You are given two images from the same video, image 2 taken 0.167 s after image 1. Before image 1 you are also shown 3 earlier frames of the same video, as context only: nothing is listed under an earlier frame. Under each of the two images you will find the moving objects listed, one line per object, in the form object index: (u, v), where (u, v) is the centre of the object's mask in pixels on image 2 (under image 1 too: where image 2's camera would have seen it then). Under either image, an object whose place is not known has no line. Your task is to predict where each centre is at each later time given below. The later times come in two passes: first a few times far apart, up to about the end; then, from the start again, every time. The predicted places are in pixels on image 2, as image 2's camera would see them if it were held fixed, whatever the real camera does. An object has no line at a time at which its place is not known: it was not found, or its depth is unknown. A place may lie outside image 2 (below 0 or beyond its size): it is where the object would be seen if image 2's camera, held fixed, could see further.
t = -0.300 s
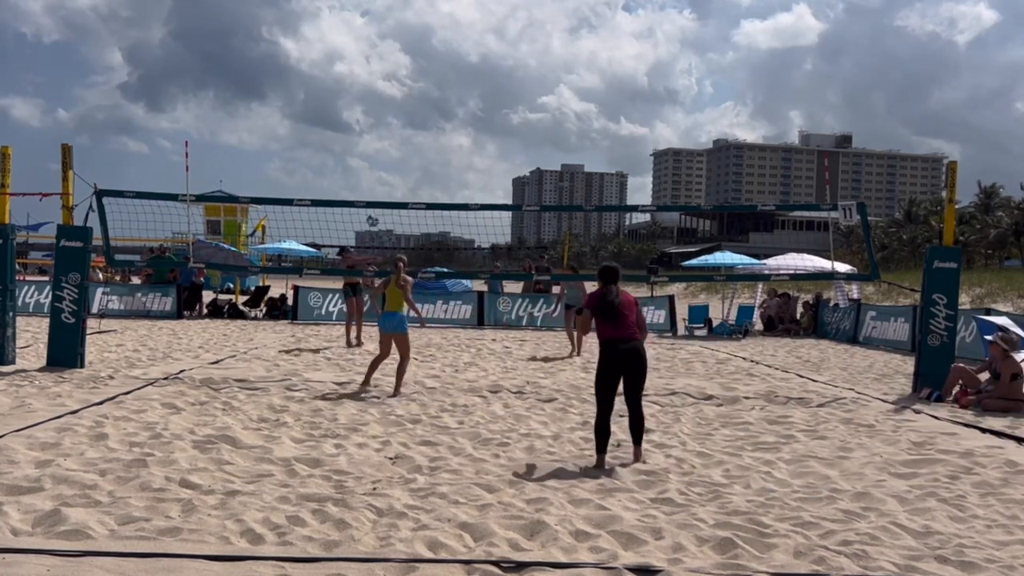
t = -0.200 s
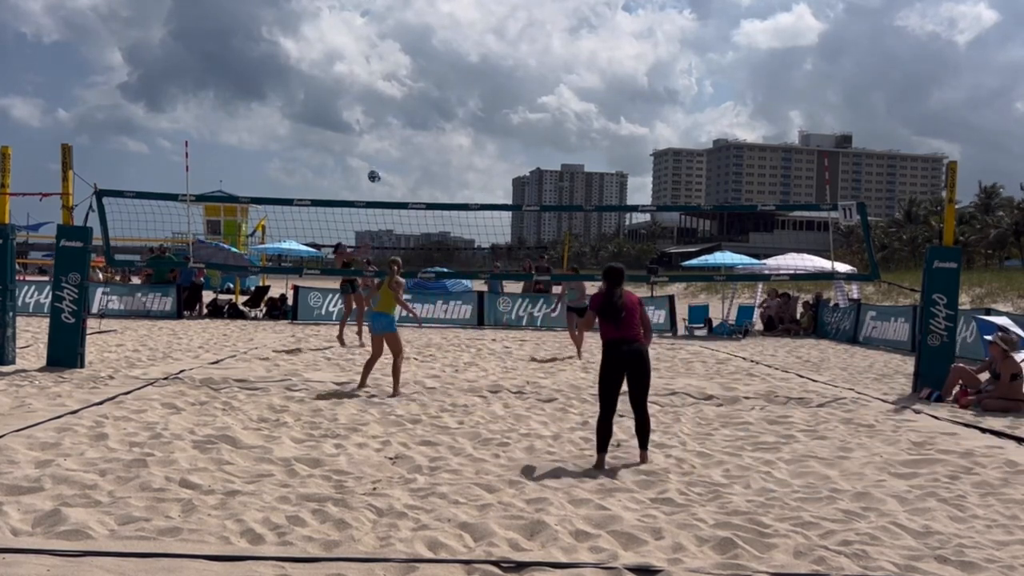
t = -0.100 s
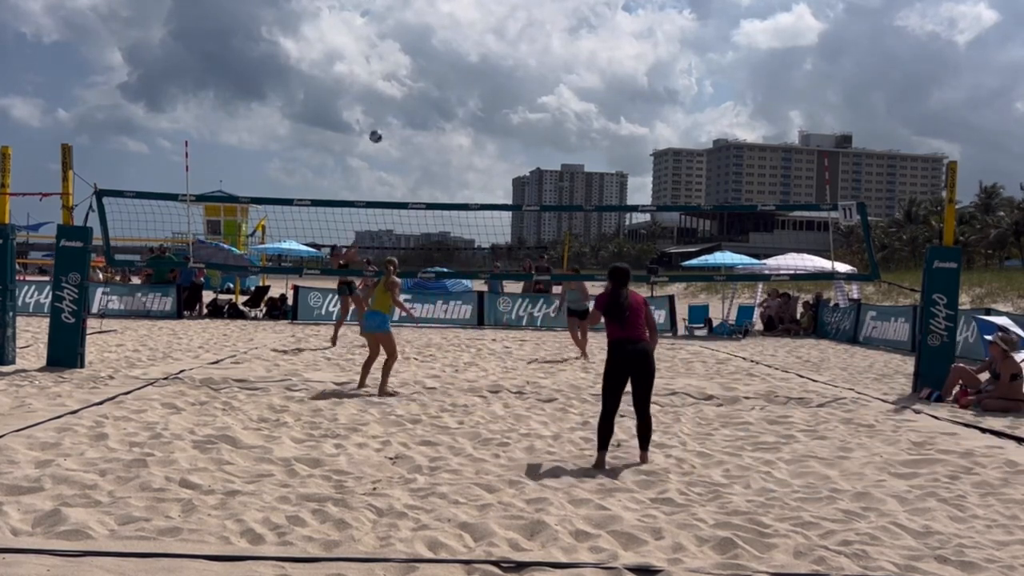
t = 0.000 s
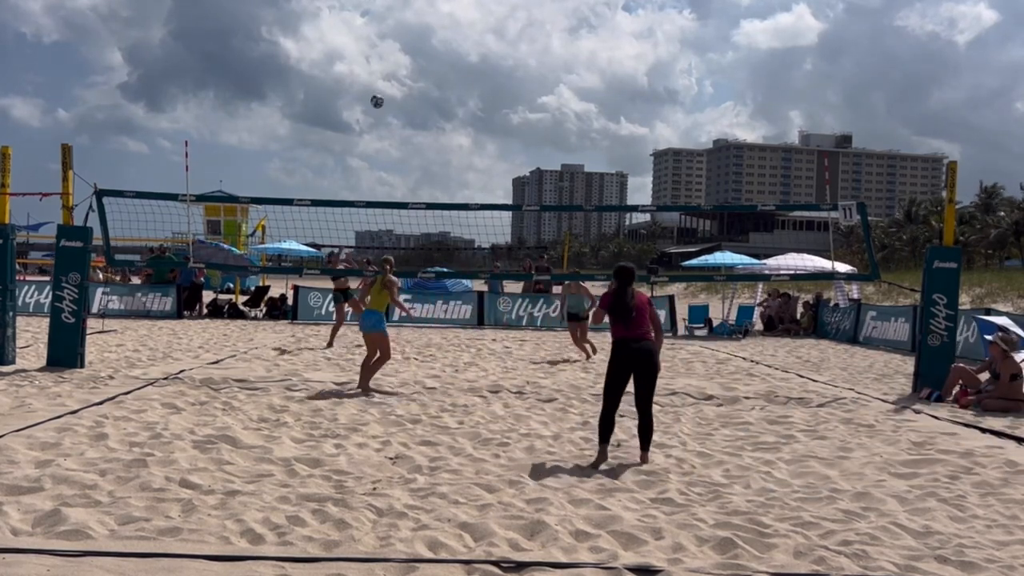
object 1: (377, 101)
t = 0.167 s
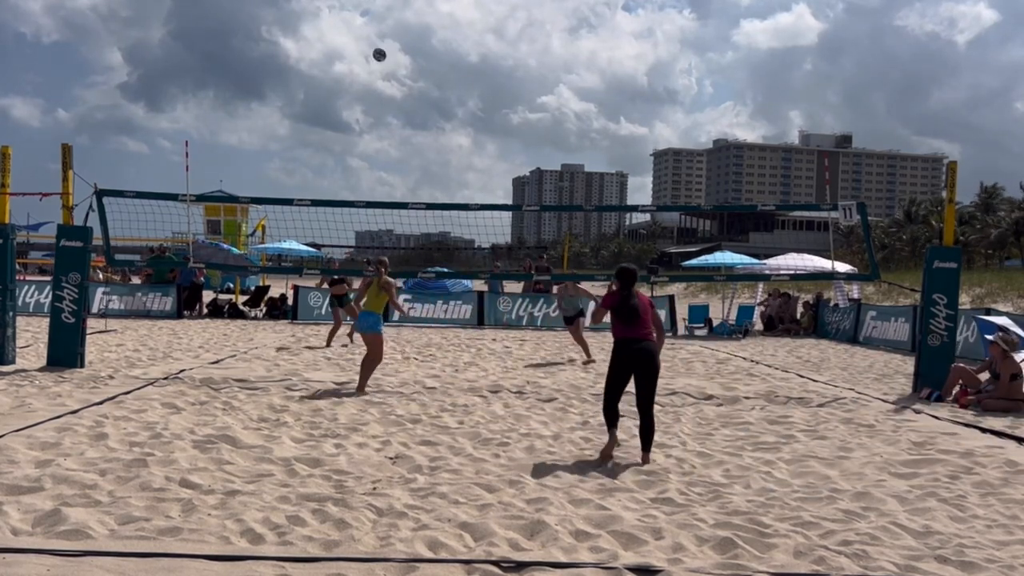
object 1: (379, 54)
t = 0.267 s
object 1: (380, 34)
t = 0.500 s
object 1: (383, 7)
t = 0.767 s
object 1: (385, 21)
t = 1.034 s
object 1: (386, 86)
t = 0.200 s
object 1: (379, 47)
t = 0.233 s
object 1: (380, 40)
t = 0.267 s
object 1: (380, 34)
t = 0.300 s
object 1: (381, 28)
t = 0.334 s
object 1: (381, 23)
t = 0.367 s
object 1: (382, 18)
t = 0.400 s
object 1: (382, 15)
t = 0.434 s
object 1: (382, 11)
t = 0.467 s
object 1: (383, 9)
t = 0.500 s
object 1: (383, 7)
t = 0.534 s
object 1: (384, 7)
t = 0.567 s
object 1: (384, 7)
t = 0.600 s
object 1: (384, 7)
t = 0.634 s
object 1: (384, 8)
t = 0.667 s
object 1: (385, 9)
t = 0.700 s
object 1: (385, 12)
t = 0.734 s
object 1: (385, 16)
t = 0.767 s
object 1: (385, 21)
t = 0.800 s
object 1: (385, 26)
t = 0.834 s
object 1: (385, 32)
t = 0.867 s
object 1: (386, 39)
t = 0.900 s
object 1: (386, 47)
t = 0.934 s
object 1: (386, 55)
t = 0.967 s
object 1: (386, 65)
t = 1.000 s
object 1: (386, 75)
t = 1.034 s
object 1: (386, 86)
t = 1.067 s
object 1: (385, 99)
